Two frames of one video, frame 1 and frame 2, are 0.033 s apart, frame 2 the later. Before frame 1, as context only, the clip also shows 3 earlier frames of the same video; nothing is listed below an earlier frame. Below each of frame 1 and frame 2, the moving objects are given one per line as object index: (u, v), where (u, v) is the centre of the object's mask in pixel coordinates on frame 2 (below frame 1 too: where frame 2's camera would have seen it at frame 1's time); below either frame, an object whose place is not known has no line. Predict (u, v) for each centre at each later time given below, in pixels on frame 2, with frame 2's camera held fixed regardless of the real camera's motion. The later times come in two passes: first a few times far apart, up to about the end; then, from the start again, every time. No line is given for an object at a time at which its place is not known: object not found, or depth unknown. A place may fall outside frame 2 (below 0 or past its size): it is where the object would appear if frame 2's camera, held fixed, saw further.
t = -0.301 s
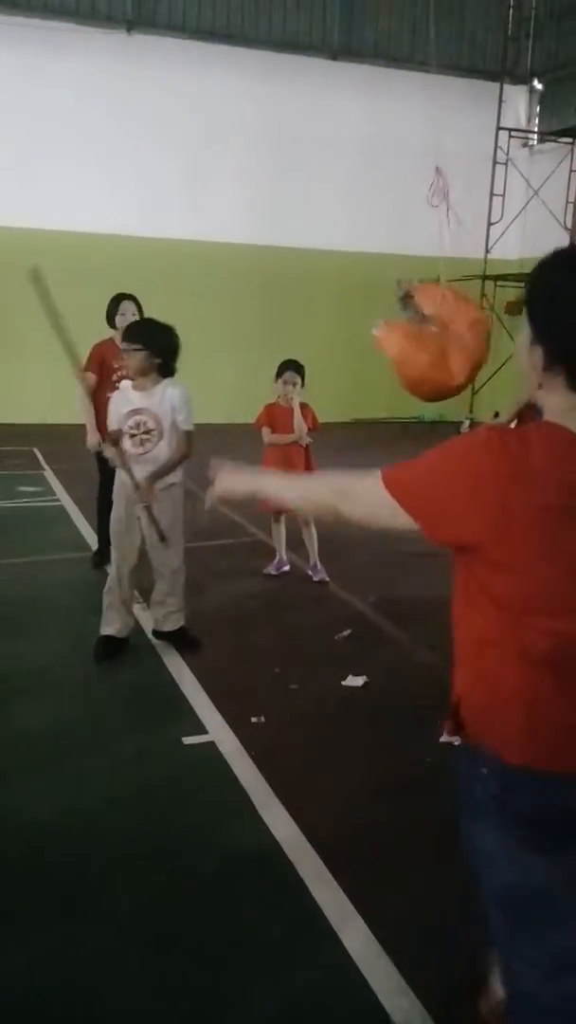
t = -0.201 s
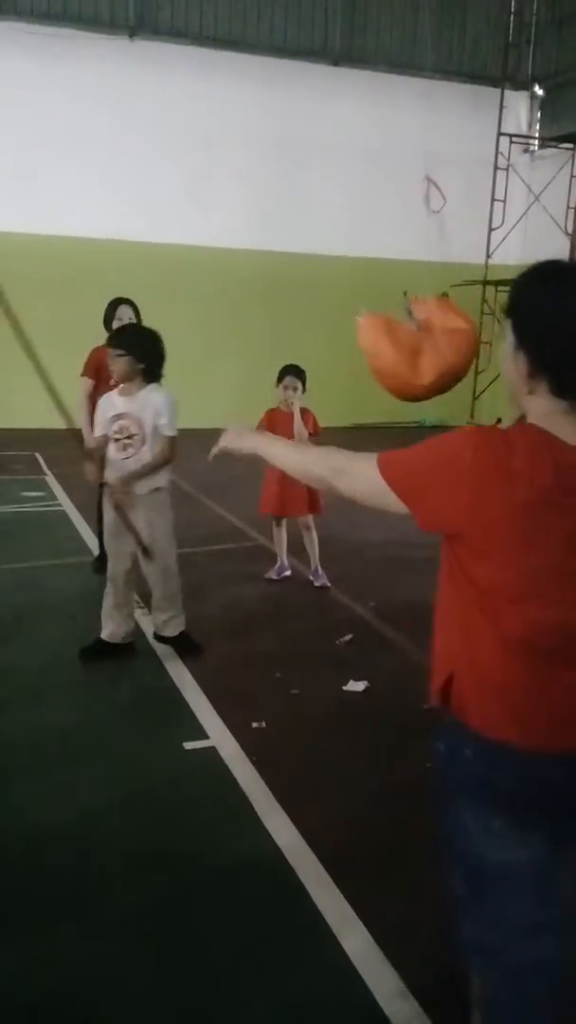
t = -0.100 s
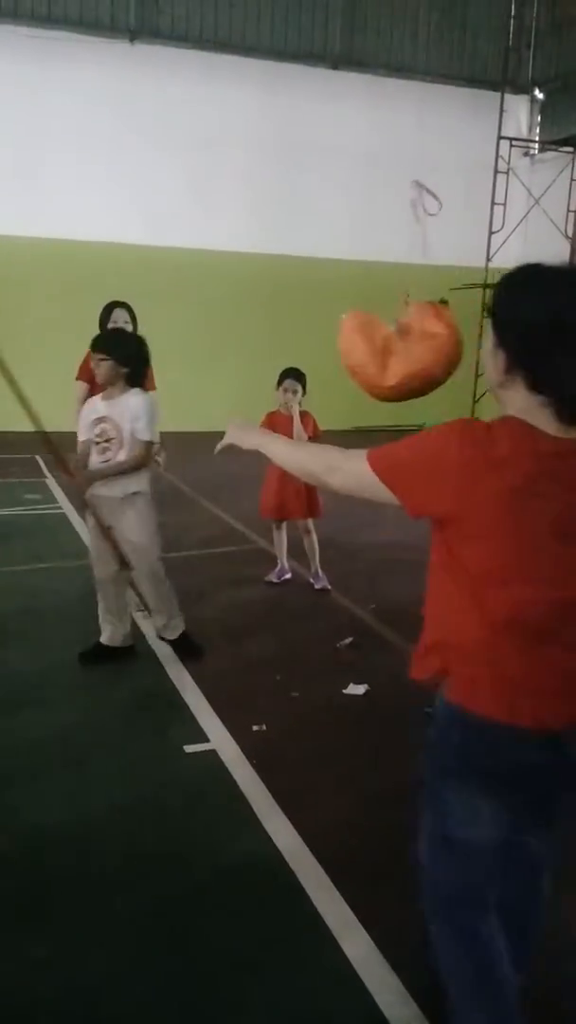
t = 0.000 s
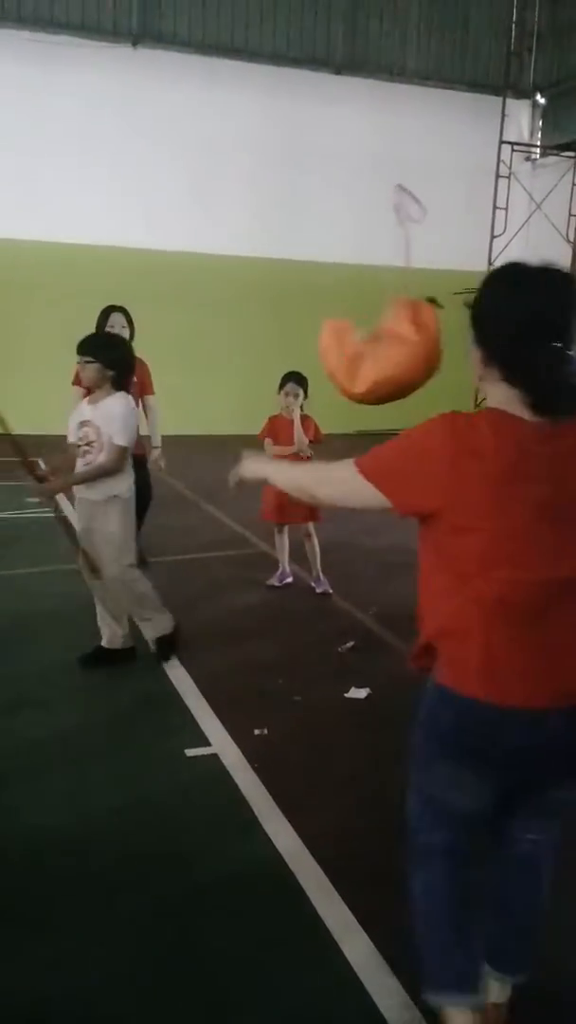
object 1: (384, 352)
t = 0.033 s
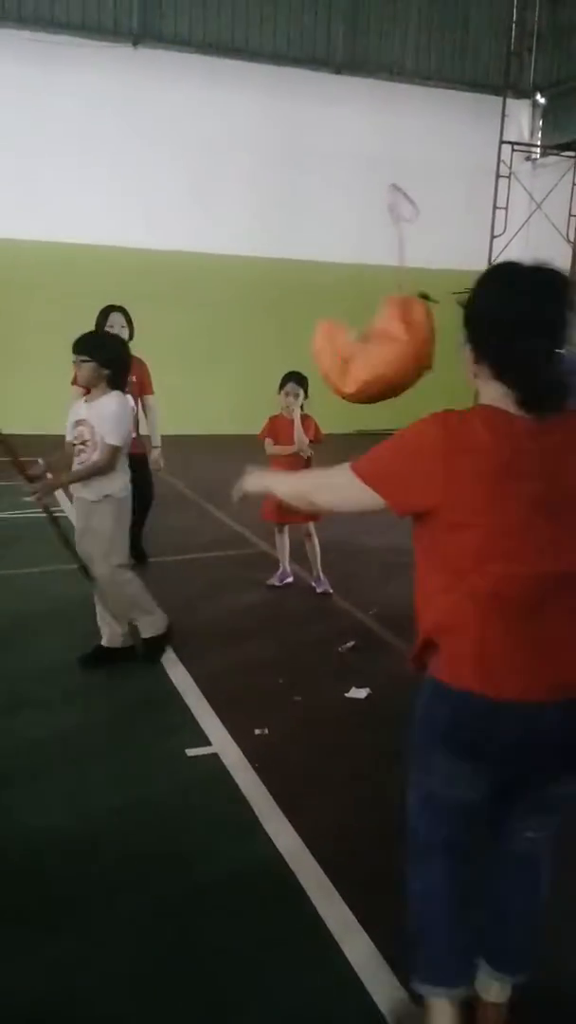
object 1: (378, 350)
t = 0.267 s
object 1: (351, 344)
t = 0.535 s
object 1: (332, 343)
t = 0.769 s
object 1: (332, 341)
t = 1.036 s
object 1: (359, 353)
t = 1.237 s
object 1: (389, 353)
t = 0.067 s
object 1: (371, 349)
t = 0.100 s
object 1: (366, 349)
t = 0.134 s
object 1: (363, 347)
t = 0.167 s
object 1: (360, 346)
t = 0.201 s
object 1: (356, 346)
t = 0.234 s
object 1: (354, 345)
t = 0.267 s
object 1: (351, 344)
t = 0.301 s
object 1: (349, 343)
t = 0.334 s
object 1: (349, 343)
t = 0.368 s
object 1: (347, 344)
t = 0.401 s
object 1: (343, 343)
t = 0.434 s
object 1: (341, 343)
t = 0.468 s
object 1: (338, 343)
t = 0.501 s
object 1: (335, 343)
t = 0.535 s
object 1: (332, 343)
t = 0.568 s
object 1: (330, 342)
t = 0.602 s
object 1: (328, 342)
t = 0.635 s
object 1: (326, 342)
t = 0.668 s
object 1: (327, 341)
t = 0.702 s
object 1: (329, 341)
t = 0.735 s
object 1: (330, 340)
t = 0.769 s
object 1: (332, 341)
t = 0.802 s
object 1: (335, 343)
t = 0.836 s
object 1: (337, 344)
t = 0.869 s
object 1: (340, 346)
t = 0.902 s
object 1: (343, 349)
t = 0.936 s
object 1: (348, 350)
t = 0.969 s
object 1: (350, 351)
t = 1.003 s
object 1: (355, 353)
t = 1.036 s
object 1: (359, 353)
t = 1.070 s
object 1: (362, 353)
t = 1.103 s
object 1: (367, 352)
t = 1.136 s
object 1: (373, 352)
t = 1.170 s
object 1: (378, 352)
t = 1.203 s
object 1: (383, 352)
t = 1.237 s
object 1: (389, 353)
